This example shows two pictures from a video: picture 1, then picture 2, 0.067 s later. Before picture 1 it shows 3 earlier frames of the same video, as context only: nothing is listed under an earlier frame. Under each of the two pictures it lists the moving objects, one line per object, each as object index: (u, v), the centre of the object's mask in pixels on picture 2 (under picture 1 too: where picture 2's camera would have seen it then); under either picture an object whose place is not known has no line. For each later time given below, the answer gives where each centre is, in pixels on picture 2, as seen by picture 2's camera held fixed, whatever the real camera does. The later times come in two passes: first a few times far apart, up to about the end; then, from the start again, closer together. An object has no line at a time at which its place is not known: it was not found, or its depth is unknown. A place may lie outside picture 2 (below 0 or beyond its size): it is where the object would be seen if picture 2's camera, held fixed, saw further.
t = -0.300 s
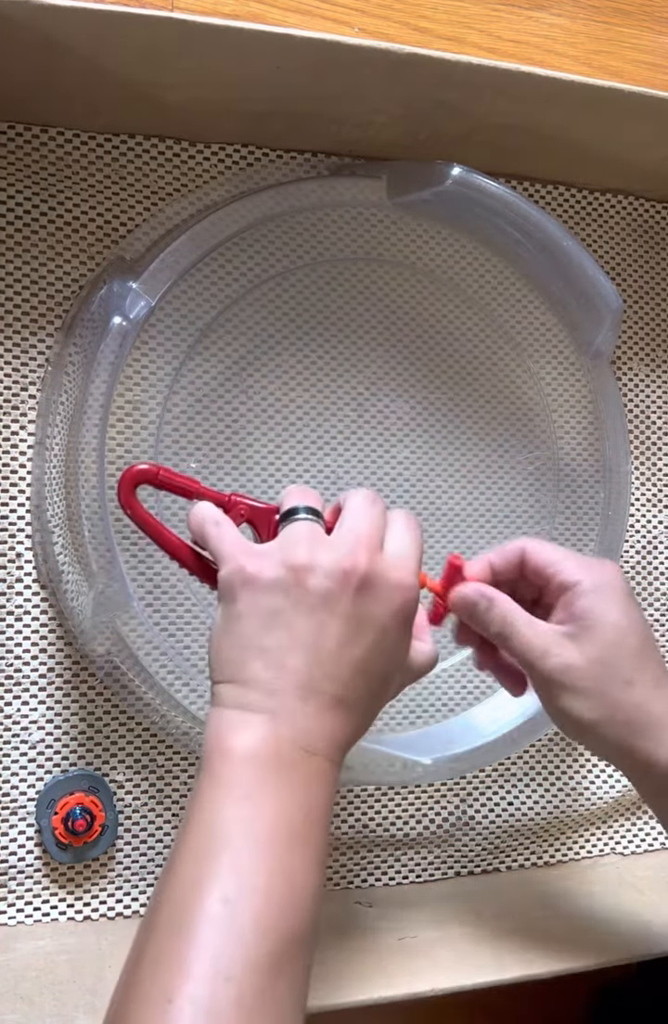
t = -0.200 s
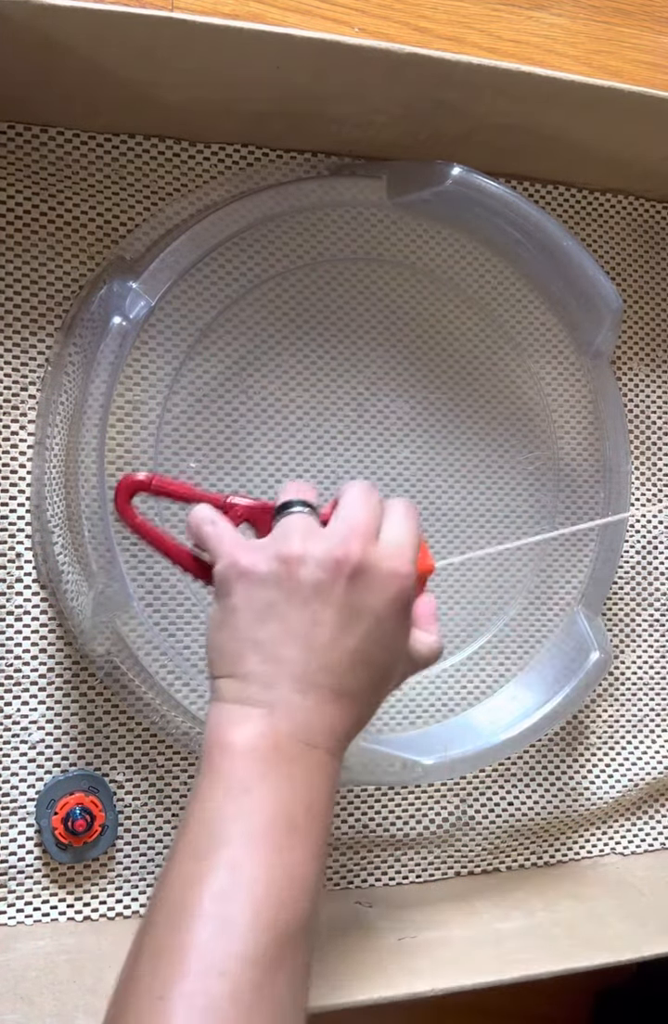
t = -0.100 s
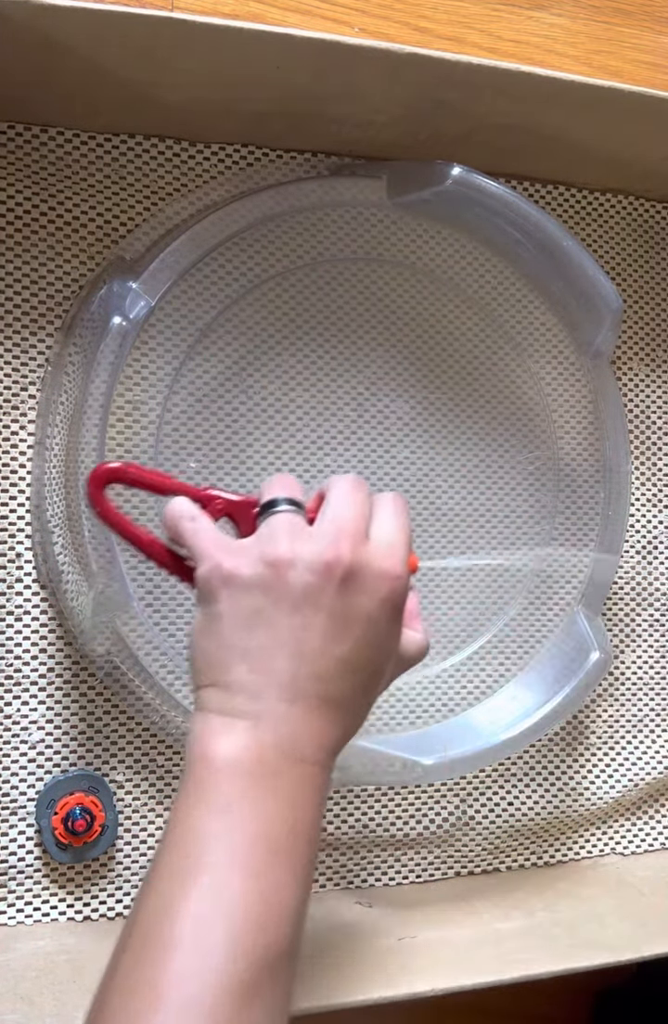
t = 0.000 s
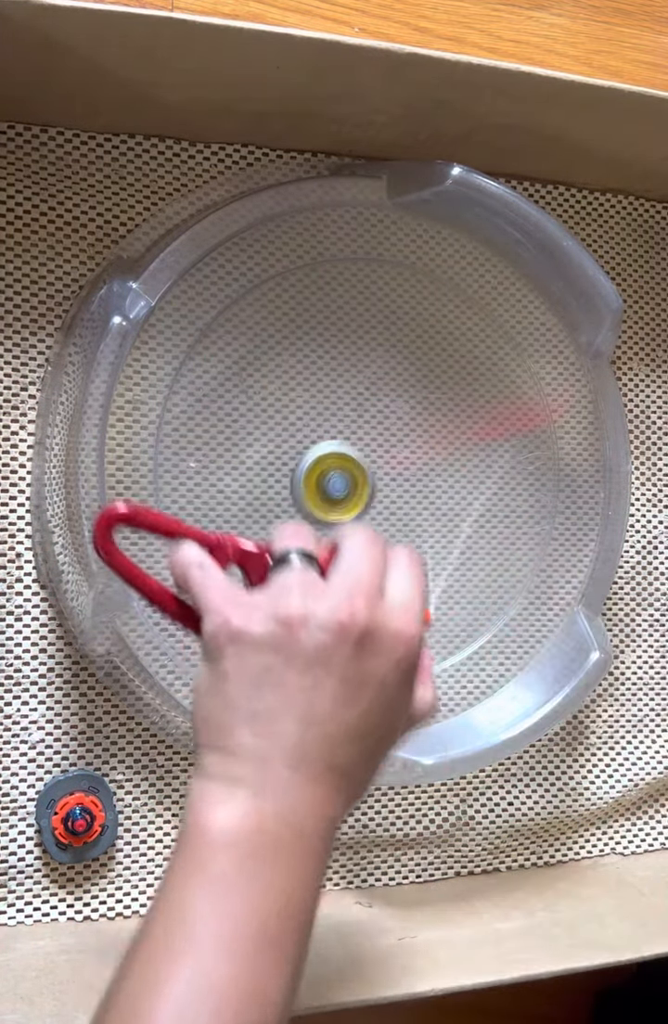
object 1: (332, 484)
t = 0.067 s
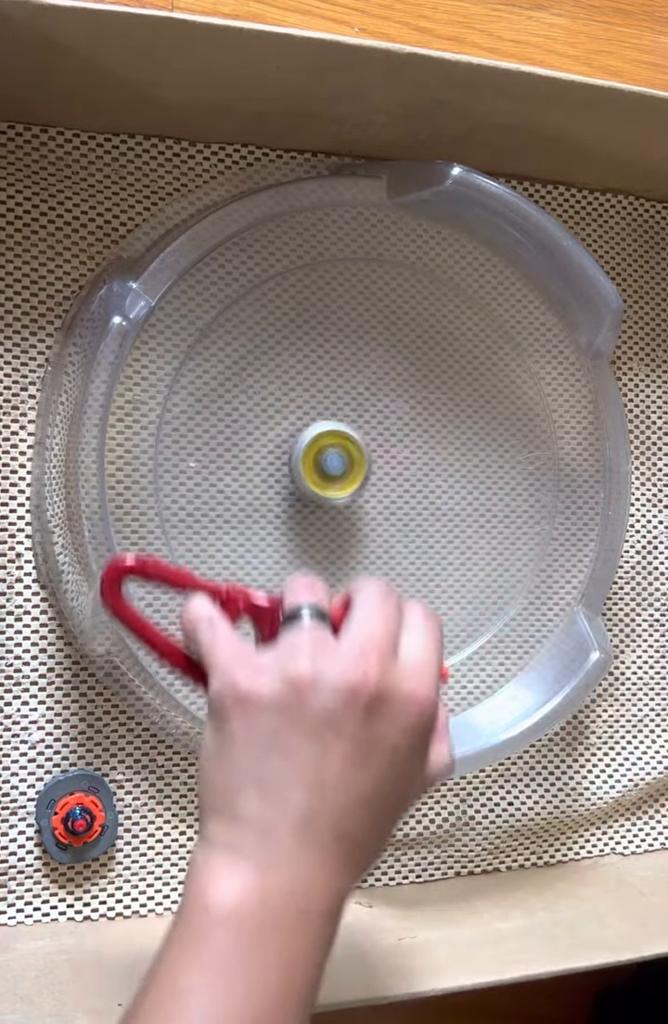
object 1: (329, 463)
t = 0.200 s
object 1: (351, 449)
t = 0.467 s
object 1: (368, 499)
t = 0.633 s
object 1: (392, 520)
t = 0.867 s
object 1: (412, 483)
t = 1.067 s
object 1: (359, 452)
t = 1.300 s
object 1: (308, 511)
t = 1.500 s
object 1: (355, 564)
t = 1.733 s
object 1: (416, 499)
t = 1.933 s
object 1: (377, 417)
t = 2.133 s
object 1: (297, 409)
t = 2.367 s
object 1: (269, 495)
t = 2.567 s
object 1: (338, 536)
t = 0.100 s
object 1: (338, 456)
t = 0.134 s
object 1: (344, 452)
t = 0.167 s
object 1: (346, 449)
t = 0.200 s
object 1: (351, 449)
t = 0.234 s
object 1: (354, 452)
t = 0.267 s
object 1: (356, 456)
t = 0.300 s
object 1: (359, 464)
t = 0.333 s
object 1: (361, 471)
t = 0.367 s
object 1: (363, 479)
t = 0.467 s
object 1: (368, 499)
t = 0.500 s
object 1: (372, 505)
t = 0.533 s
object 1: (376, 511)
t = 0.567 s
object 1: (381, 515)
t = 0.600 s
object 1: (386, 519)
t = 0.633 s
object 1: (392, 520)
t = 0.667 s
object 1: (398, 519)
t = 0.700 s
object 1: (403, 517)
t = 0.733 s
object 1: (408, 513)
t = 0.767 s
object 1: (412, 507)
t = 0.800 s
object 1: (414, 500)
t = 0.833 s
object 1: (414, 491)
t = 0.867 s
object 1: (412, 483)
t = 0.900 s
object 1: (408, 474)
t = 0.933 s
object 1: (401, 466)
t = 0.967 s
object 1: (393, 460)
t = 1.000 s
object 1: (383, 455)
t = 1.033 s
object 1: (371, 452)
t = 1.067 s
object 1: (359, 452)
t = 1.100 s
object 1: (347, 455)
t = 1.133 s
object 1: (336, 460)
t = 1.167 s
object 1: (326, 467)
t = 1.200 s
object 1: (318, 476)
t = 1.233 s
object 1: (312, 486)
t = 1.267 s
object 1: (309, 499)
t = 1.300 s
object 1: (308, 511)
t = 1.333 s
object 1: (309, 523)
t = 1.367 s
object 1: (314, 537)
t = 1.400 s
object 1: (320, 547)
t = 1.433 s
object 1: (330, 556)
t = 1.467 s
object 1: (342, 561)
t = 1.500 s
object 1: (355, 564)
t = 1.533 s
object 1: (368, 565)
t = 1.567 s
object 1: (381, 561)
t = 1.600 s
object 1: (392, 553)
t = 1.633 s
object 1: (401, 543)
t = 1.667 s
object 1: (408, 529)
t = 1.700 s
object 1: (413, 515)
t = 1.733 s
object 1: (416, 499)
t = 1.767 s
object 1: (415, 483)
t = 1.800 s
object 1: (412, 467)
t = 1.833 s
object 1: (406, 453)
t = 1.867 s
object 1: (398, 440)
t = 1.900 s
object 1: (388, 427)
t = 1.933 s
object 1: (377, 417)
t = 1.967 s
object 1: (365, 410)
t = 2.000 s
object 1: (351, 404)
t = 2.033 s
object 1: (337, 401)
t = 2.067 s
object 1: (323, 402)
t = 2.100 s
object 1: (310, 404)
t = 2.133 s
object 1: (297, 409)
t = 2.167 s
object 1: (285, 418)
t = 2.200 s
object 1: (276, 427)
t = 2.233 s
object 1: (269, 439)
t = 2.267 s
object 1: (264, 453)
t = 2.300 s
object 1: (263, 467)
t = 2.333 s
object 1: (264, 481)
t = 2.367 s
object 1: (269, 495)
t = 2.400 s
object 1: (276, 508)
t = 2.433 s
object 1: (285, 518)
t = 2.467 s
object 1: (297, 527)
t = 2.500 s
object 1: (311, 533)
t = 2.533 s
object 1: (325, 535)
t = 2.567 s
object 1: (338, 536)
